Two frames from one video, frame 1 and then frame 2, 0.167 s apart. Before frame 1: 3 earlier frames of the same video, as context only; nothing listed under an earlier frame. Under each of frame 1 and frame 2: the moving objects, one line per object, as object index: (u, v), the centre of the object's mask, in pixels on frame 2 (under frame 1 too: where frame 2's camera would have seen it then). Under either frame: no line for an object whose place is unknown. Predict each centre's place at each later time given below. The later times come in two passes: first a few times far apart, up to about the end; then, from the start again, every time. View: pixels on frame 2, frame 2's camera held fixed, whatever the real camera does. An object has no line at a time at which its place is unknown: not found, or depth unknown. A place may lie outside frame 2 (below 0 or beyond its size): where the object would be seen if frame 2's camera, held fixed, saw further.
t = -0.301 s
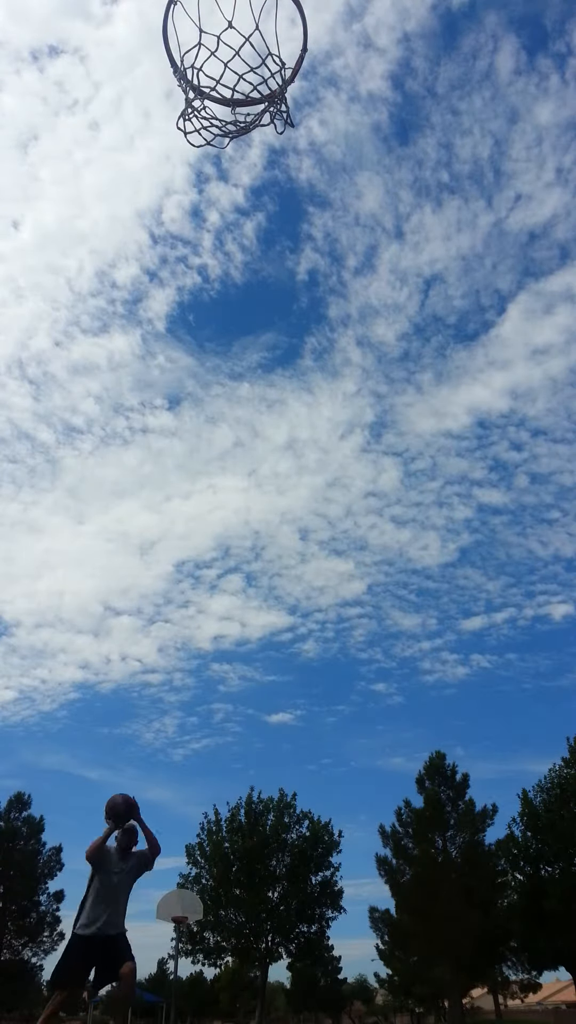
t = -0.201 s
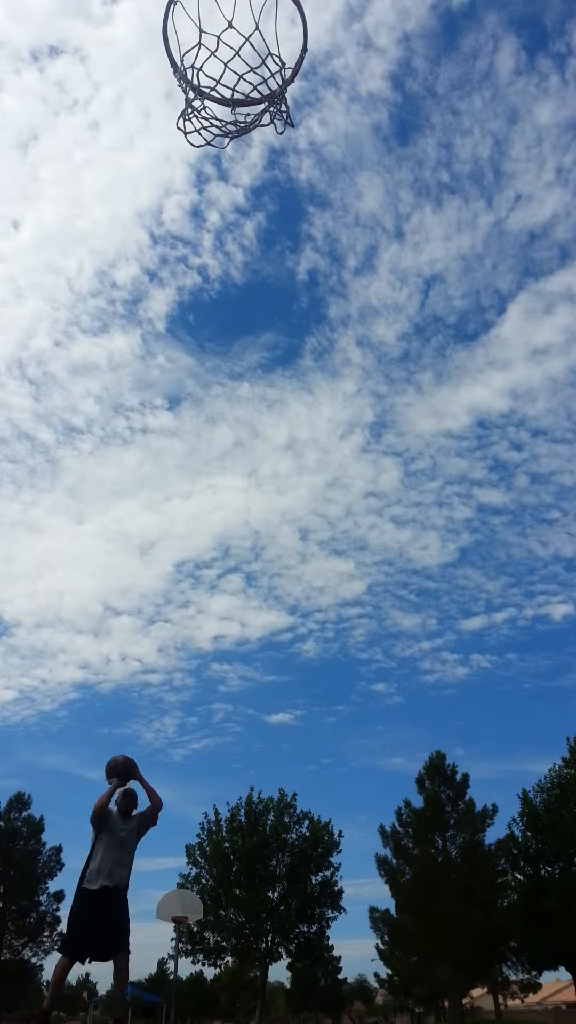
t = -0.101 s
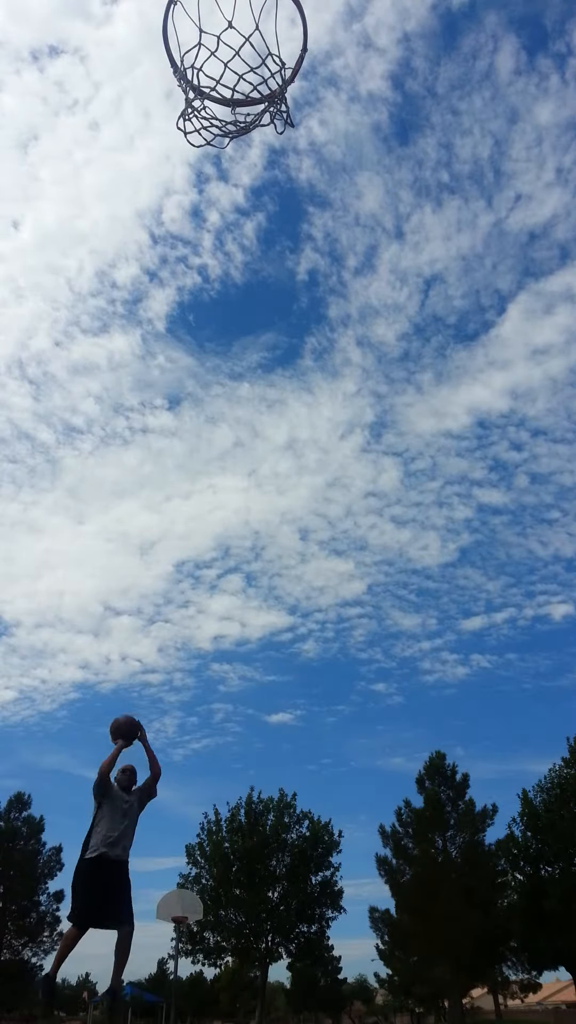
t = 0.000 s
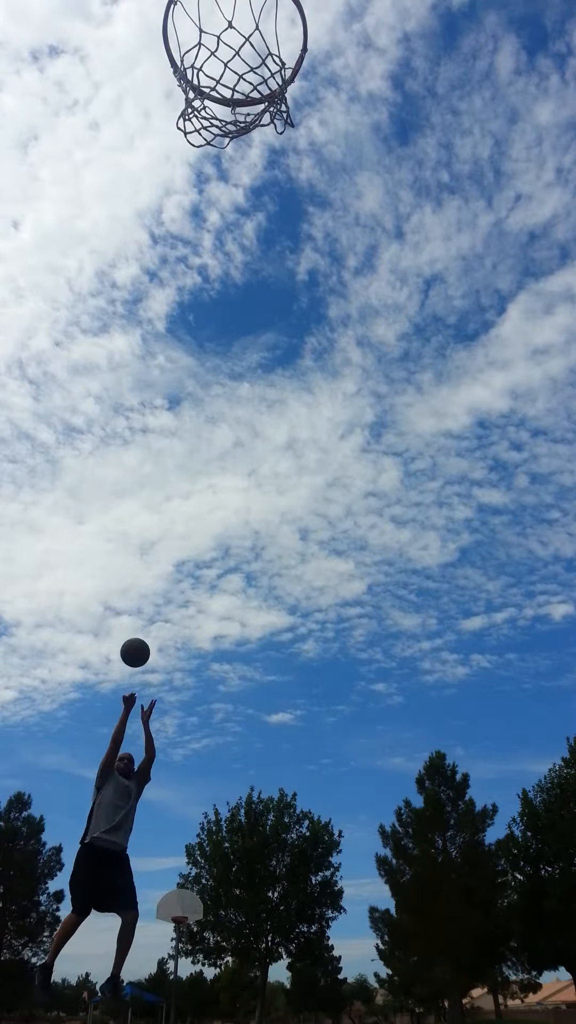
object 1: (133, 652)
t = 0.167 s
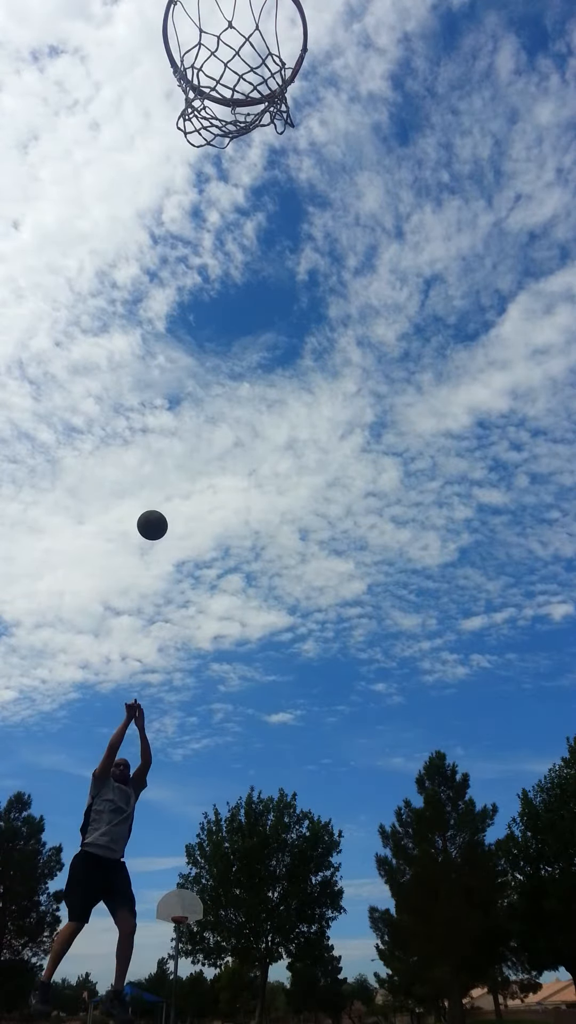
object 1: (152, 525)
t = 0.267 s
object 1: (162, 457)
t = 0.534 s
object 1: (188, 296)
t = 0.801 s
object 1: (219, 152)
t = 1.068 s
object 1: (240, 39)
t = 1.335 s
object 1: (69, 276)
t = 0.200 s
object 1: (155, 502)
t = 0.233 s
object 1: (159, 479)
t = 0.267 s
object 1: (162, 457)
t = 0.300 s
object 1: (165, 435)
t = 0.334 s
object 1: (168, 414)
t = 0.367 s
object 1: (172, 394)
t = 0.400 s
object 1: (175, 373)
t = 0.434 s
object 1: (178, 353)
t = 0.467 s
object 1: (182, 334)
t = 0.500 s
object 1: (185, 315)
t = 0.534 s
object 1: (188, 296)
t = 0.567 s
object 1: (191, 277)
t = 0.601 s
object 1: (195, 259)
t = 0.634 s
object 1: (198, 241)
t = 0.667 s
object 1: (202, 223)
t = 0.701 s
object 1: (206, 205)
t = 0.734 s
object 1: (210, 187)
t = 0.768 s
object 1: (214, 169)
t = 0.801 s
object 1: (219, 152)
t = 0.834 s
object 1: (223, 133)
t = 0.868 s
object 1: (228, 114)
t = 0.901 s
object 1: (234, 93)
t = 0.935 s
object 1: (249, 80)
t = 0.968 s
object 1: (248, 55)
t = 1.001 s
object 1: (256, 35)
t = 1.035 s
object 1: (259, 28)
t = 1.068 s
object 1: (240, 39)
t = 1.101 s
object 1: (220, 59)
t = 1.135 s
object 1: (202, 79)
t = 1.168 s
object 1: (182, 101)
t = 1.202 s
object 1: (162, 130)
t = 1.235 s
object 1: (142, 159)
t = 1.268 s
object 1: (120, 192)
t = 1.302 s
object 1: (96, 231)
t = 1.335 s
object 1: (69, 276)
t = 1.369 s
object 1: (47, 324)
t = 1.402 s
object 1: (32, 379)
